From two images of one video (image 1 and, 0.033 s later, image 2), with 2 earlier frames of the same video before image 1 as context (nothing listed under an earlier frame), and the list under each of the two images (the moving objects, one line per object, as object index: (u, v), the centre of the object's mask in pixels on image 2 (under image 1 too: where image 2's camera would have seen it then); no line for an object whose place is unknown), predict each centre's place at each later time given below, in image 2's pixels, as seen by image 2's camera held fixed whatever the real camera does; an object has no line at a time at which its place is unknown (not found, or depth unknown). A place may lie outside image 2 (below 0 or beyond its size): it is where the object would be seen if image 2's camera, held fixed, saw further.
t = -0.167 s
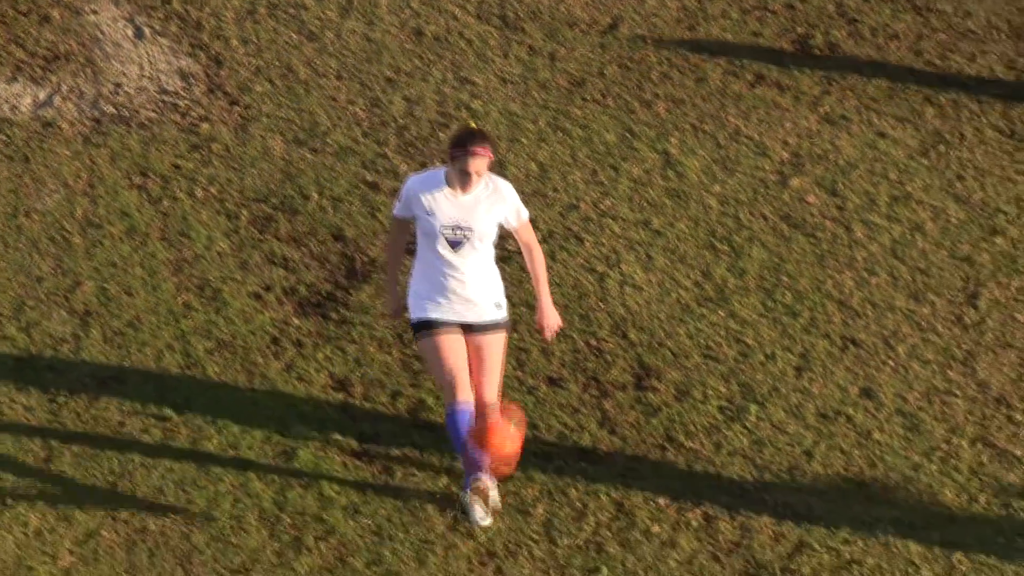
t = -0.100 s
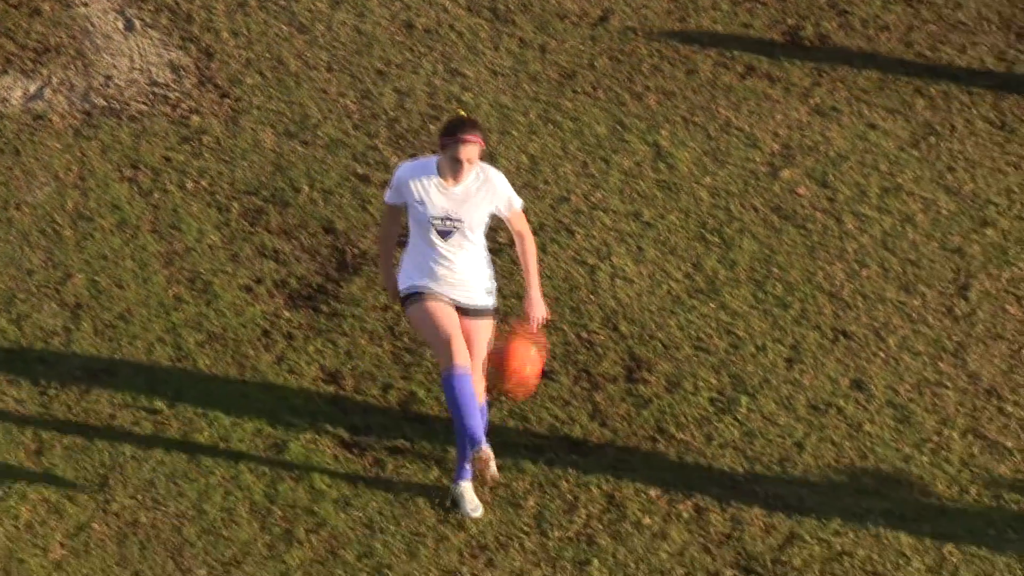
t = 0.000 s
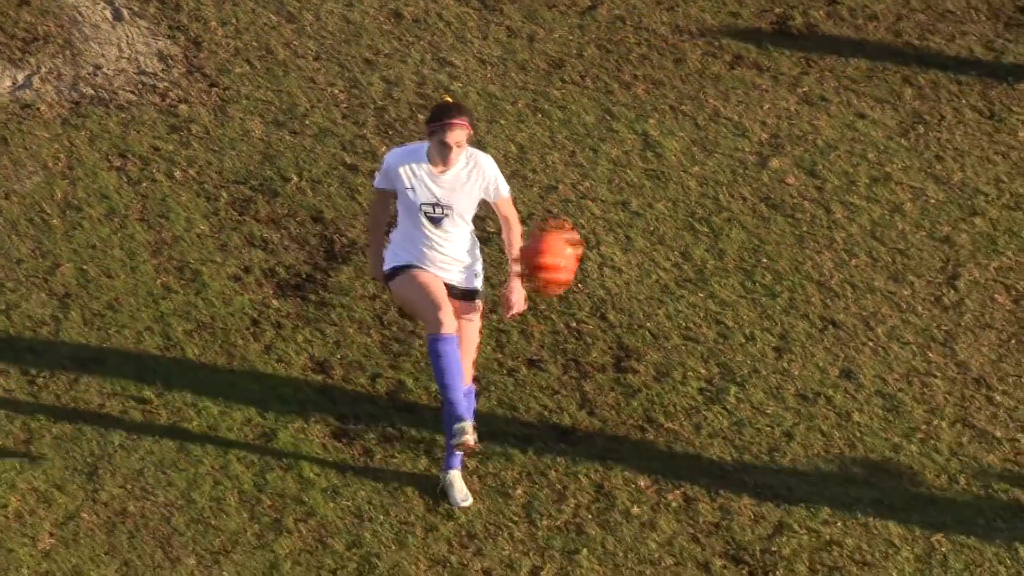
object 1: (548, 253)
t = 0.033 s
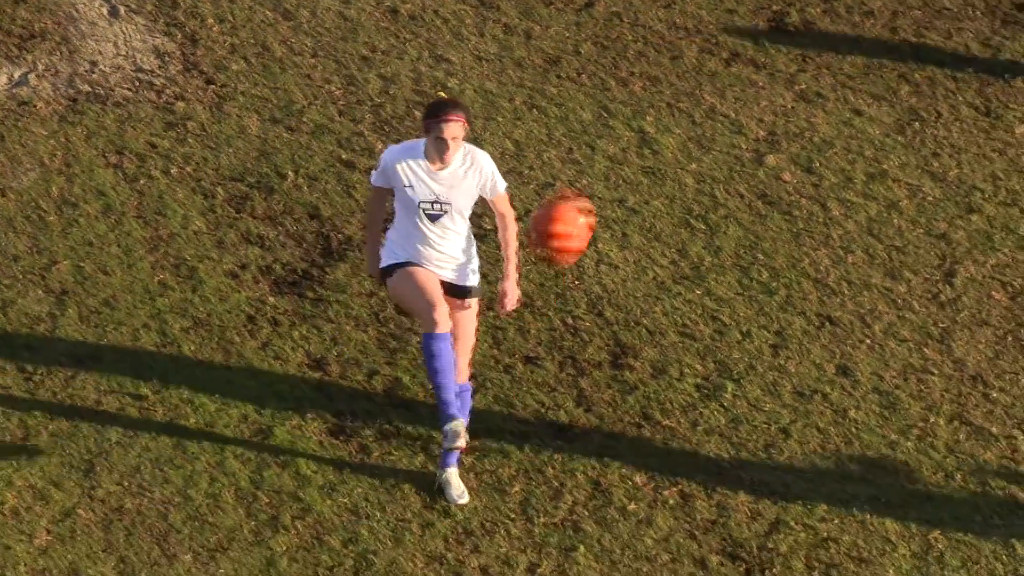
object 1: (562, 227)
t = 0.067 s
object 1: (578, 204)
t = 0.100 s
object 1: (594, 183)
